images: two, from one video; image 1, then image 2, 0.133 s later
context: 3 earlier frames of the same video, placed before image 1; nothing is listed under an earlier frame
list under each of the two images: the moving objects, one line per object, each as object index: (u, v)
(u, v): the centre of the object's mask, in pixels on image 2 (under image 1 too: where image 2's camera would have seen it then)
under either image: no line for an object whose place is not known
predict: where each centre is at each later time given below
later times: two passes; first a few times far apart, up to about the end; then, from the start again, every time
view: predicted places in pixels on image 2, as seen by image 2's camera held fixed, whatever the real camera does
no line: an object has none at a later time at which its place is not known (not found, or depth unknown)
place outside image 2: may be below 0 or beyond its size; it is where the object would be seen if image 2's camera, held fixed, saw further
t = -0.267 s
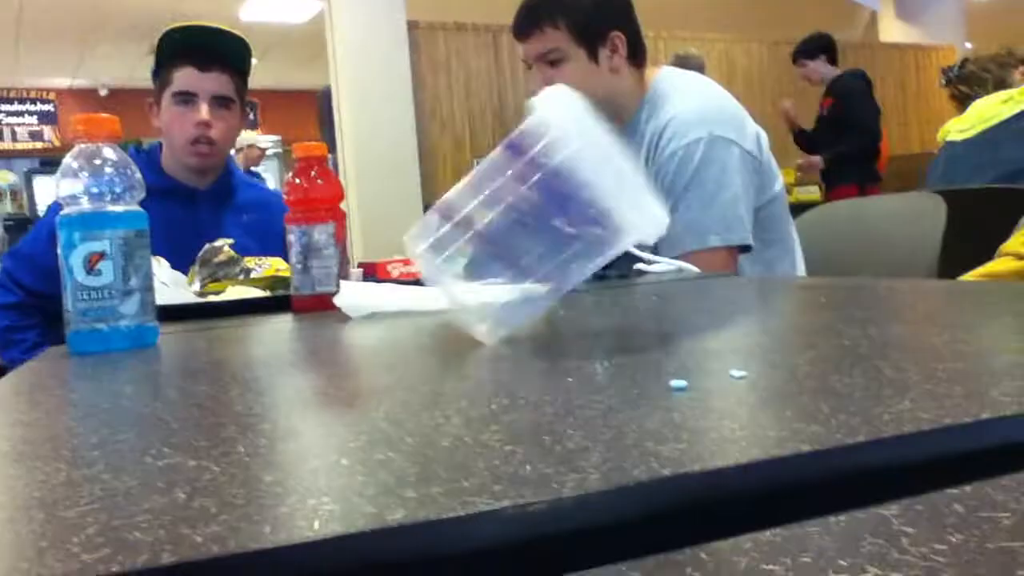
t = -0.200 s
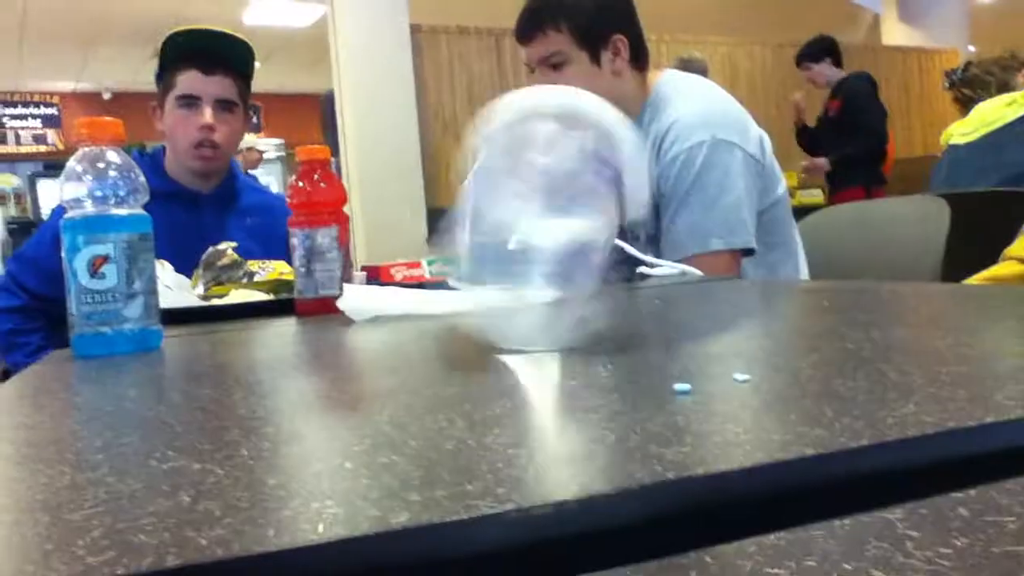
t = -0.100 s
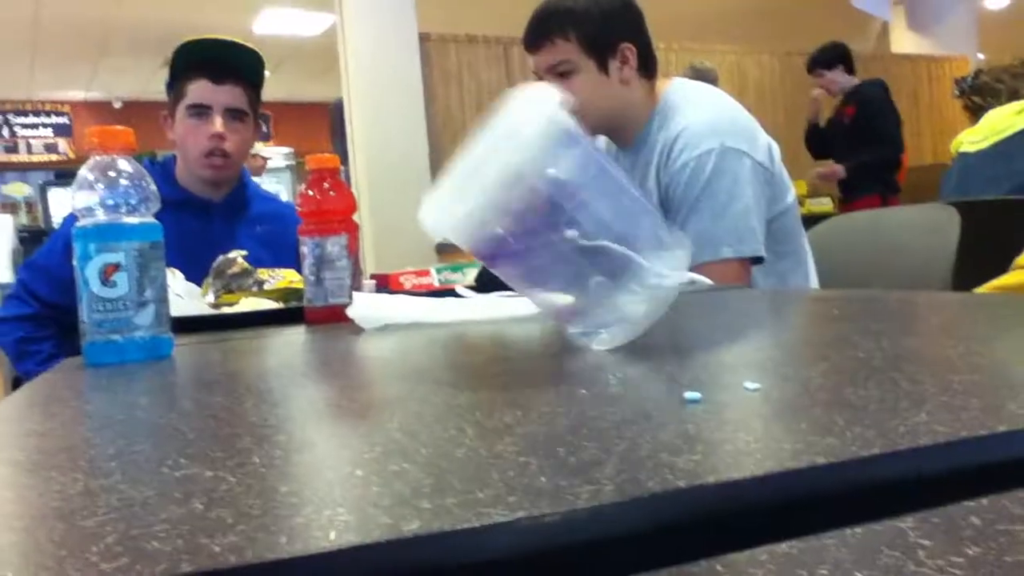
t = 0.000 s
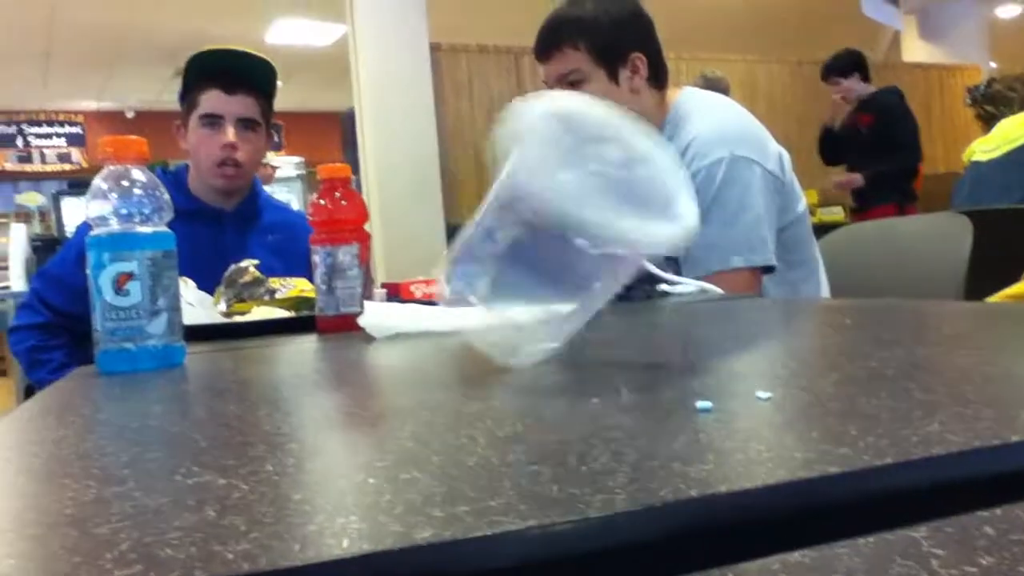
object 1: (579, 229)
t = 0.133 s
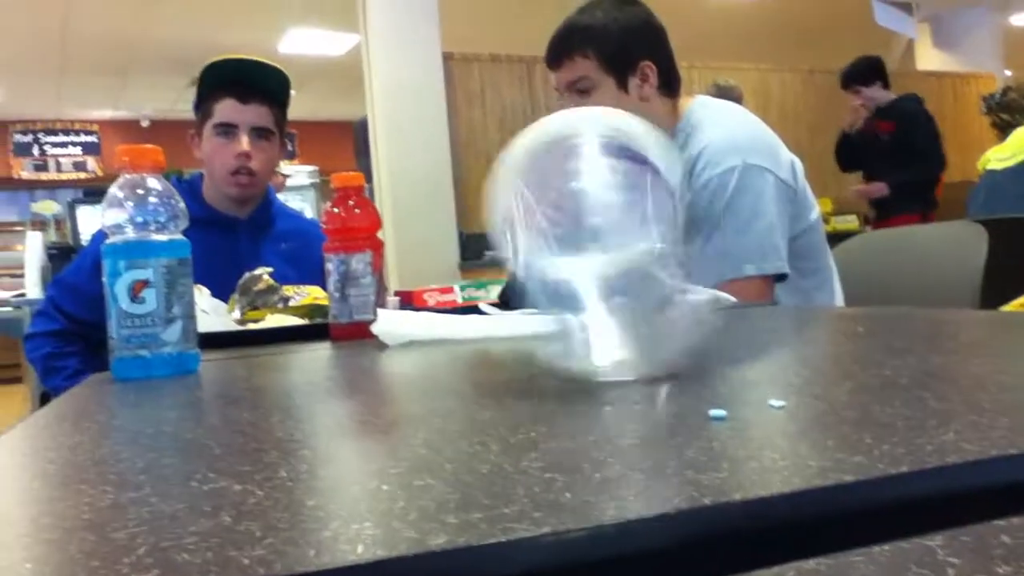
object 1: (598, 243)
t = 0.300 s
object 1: (626, 216)
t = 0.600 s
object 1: (649, 229)
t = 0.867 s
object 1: (660, 236)
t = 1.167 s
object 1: (637, 242)
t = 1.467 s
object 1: (633, 248)
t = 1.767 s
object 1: (658, 224)
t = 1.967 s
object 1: (671, 246)
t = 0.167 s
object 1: (607, 239)
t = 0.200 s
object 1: (610, 235)
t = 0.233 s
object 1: (620, 235)
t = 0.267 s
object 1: (615, 224)
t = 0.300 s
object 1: (626, 216)
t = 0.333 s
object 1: (626, 228)
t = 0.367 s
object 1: (630, 233)
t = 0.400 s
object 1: (637, 236)
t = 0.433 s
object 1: (639, 234)
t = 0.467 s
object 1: (654, 241)
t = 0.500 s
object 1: (665, 239)
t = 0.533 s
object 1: (665, 239)
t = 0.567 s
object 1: (667, 239)
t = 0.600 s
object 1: (649, 229)
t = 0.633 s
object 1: (656, 217)
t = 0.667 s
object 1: (667, 220)
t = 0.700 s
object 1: (651, 235)
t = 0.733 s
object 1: (651, 237)
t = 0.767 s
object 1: (647, 241)
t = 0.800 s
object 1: (658, 238)
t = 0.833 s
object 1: (660, 235)
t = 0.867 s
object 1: (660, 236)
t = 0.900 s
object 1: (666, 242)
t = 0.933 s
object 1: (644, 235)
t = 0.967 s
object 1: (640, 226)
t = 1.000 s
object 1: (651, 227)
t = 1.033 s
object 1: (646, 234)
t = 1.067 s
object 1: (632, 244)
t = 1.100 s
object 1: (635, 241)
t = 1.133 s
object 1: (638, 242)
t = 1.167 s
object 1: (637, 242)
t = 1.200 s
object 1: (635, 238)
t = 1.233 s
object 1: (641, 236)
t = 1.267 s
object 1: (645, 240)
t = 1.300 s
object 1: (635, 237)
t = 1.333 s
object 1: (622, 228)
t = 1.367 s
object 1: (634, 224)
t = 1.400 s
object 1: (639, 233)
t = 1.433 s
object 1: (633, 244)
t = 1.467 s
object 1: (633, 248)
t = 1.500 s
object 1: (635, 249)
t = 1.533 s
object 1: (648, 250)
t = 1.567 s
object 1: (647, 249)
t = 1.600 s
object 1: (658, 249)
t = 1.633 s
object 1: (659, 245)
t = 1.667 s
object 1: (671, 248)
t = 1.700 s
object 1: (666, 243)
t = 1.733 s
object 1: (650, 234)
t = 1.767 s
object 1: (658, 224)
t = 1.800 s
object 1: (668, 231)
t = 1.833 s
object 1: (666, 233)
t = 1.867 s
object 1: (657, 245)
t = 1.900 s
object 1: (660, 247)
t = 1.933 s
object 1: (668, 244)
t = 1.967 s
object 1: (671, 246)
